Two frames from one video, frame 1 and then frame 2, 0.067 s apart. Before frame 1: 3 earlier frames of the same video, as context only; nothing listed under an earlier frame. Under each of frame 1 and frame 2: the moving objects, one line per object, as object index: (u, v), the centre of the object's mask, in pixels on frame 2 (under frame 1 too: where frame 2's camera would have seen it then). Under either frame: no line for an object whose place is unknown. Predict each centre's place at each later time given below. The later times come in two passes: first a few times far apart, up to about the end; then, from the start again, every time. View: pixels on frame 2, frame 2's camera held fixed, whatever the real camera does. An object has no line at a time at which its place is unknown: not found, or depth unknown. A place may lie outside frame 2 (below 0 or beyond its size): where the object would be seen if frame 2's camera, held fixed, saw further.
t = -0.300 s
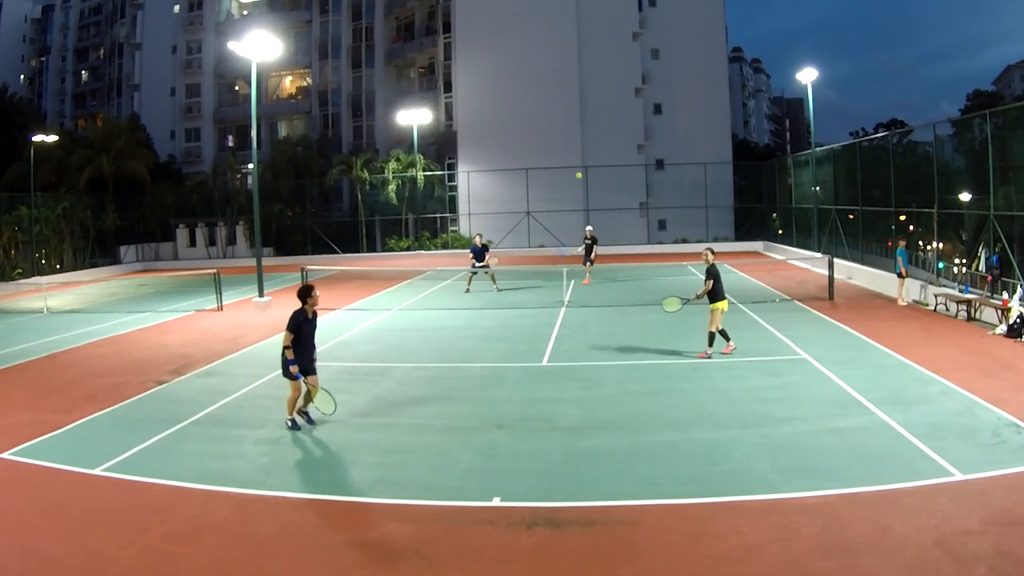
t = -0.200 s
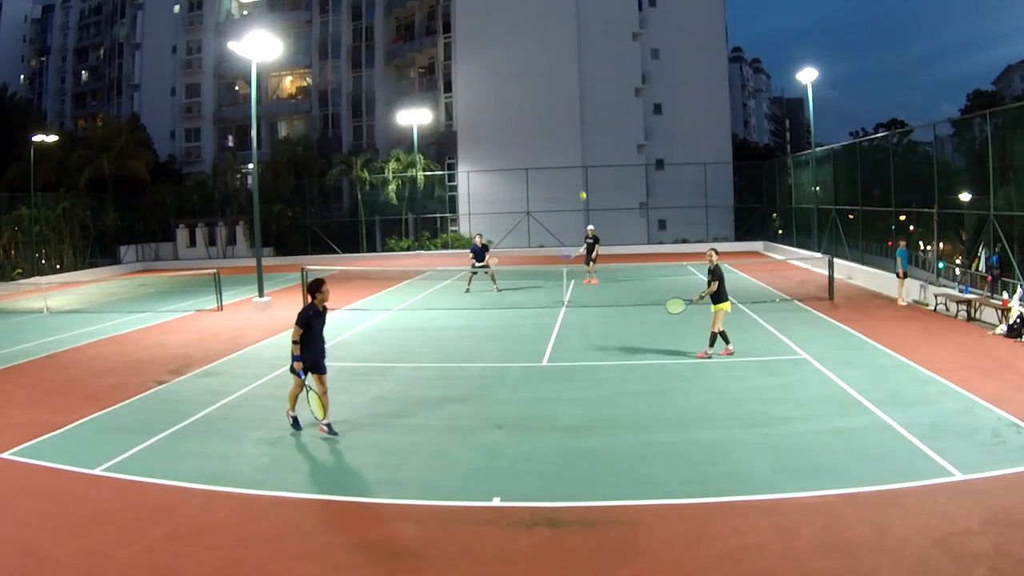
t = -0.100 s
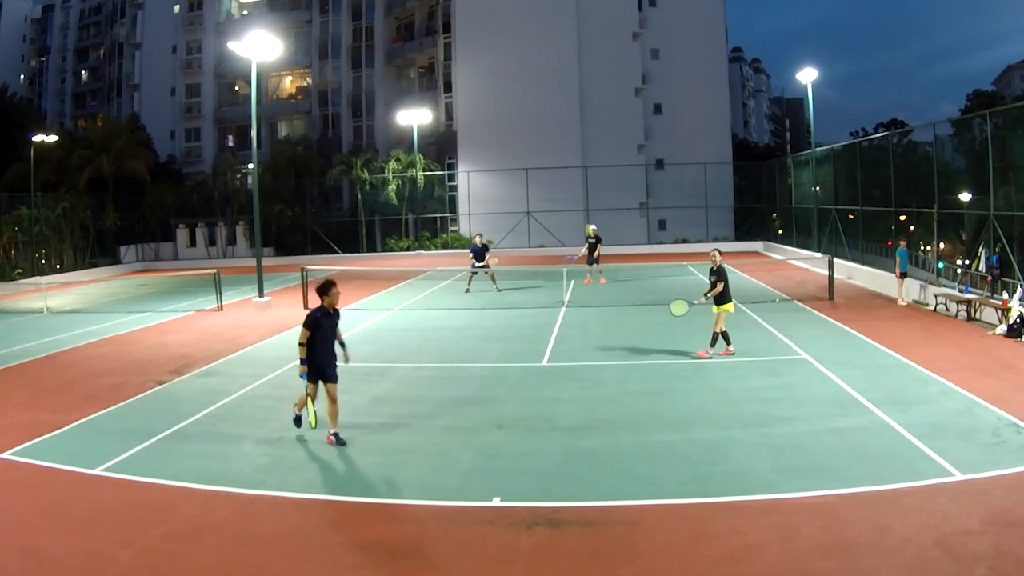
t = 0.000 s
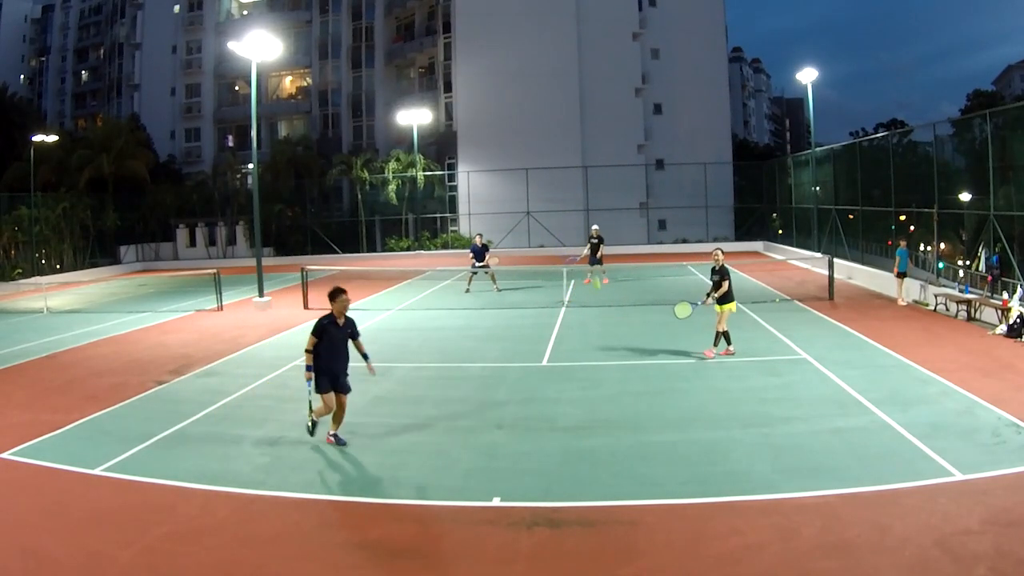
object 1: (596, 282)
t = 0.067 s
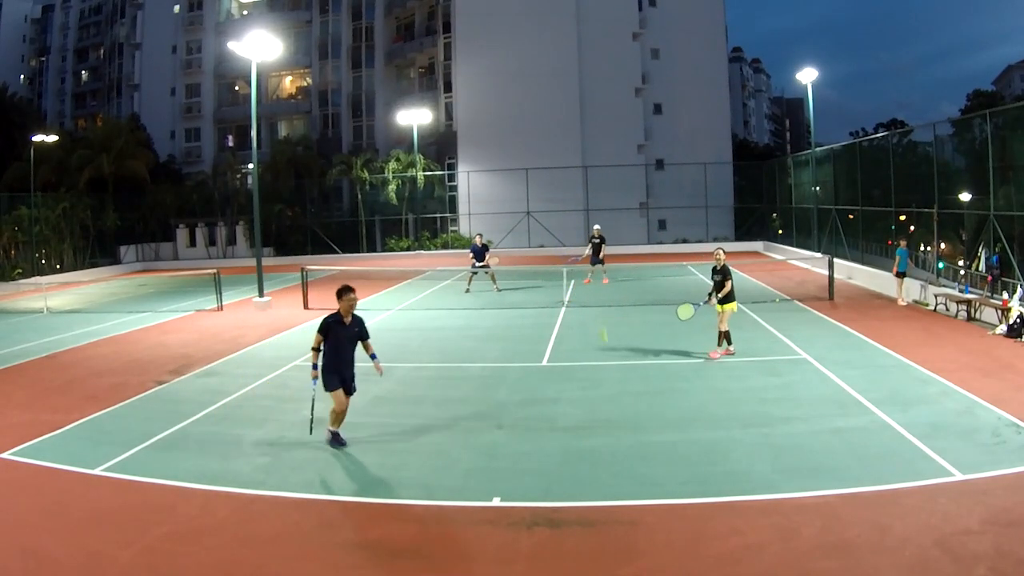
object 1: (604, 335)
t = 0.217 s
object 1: (623, 517)
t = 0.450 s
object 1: (664, 500)
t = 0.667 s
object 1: (734, 471)
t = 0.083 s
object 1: (605, 350)
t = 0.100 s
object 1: (608, 367)
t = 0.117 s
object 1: (610, 383)
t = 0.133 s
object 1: (611, 402)
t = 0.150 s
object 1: (613, 421)
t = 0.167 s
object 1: (617, 444)
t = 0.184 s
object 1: (619, 465)
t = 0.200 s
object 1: (620, 489)
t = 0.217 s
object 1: (623, 517)
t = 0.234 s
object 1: (626, 541)
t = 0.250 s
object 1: (629, 565)
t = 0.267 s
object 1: (631, 566)
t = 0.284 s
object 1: (634, 560)
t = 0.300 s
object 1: (636, 553)
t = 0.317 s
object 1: (638, 546)
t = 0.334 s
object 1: (641, 540)
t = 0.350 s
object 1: (644, 534)
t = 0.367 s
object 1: (647, 527)
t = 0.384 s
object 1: (650, 522)
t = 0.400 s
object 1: (653, 516)
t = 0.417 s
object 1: (656, 511)
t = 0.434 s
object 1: (659, 506)
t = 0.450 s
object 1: (664, 500)
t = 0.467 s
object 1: (668, 495)
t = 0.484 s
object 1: (672, 491)
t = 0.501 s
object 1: (676, 487)
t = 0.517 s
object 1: (680, 483)
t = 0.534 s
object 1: (685, 479)
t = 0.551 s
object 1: (690, 476)
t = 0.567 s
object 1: (695, 473)
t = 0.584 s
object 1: (701, 471)
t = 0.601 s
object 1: (707, 470)
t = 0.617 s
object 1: (713, 469)
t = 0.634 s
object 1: (720, 469)
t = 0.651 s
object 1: (727, 469)
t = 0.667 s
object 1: (734, 471)
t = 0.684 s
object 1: (742, 472)
